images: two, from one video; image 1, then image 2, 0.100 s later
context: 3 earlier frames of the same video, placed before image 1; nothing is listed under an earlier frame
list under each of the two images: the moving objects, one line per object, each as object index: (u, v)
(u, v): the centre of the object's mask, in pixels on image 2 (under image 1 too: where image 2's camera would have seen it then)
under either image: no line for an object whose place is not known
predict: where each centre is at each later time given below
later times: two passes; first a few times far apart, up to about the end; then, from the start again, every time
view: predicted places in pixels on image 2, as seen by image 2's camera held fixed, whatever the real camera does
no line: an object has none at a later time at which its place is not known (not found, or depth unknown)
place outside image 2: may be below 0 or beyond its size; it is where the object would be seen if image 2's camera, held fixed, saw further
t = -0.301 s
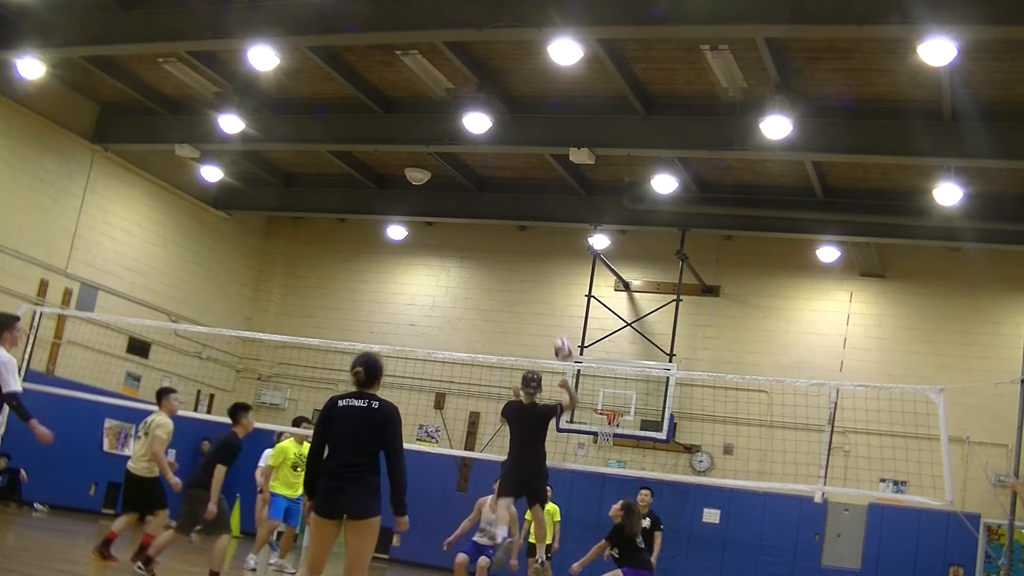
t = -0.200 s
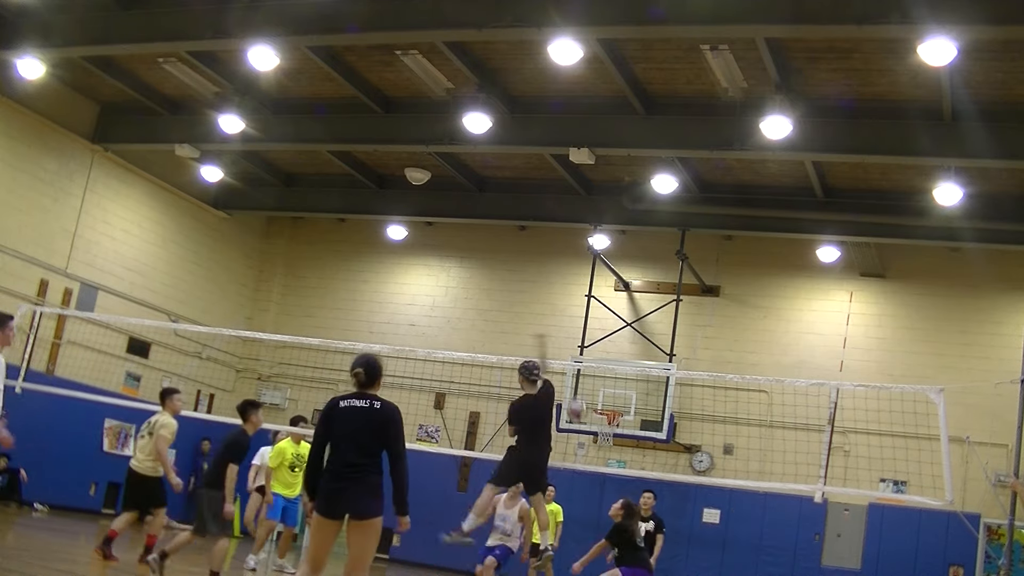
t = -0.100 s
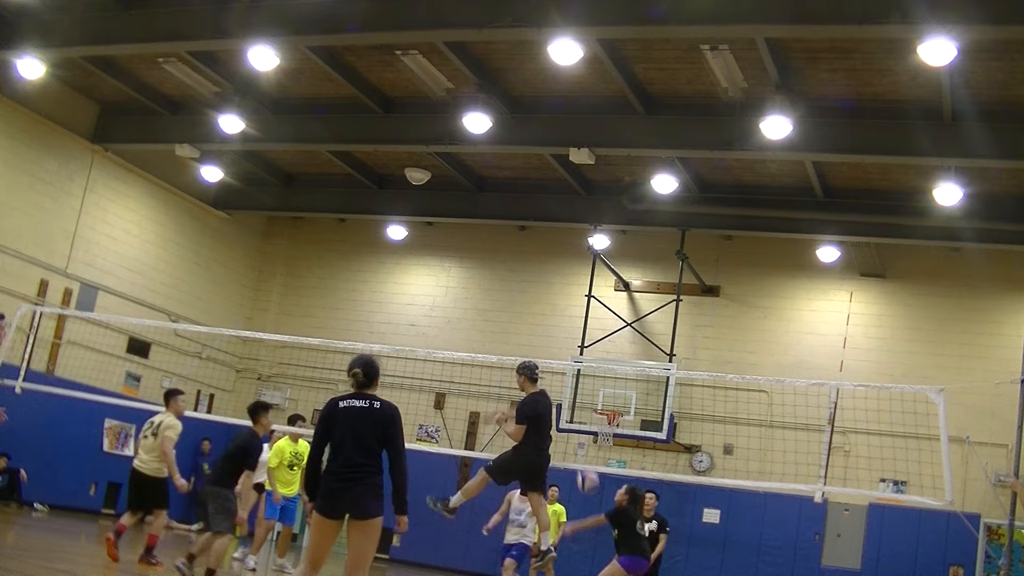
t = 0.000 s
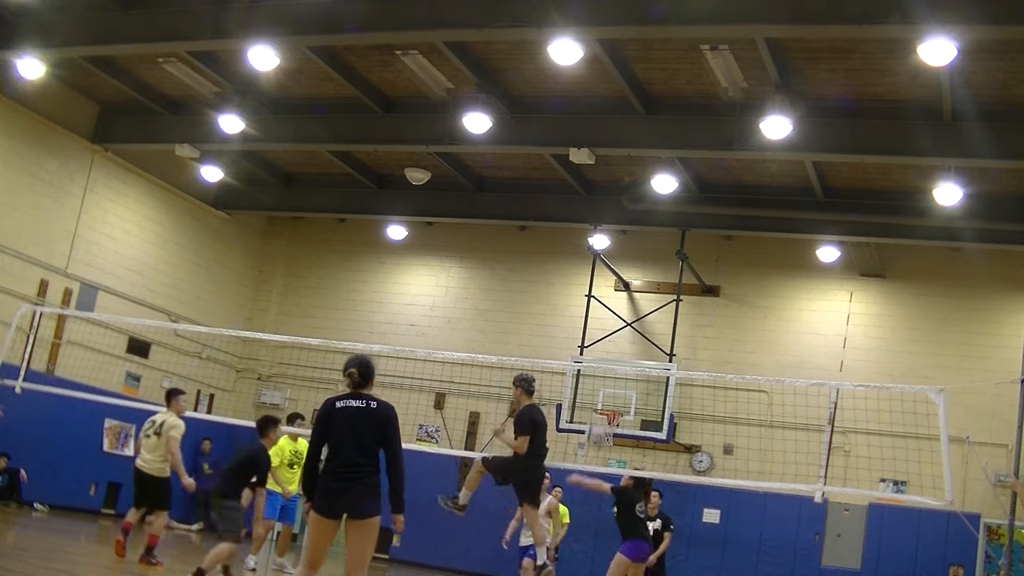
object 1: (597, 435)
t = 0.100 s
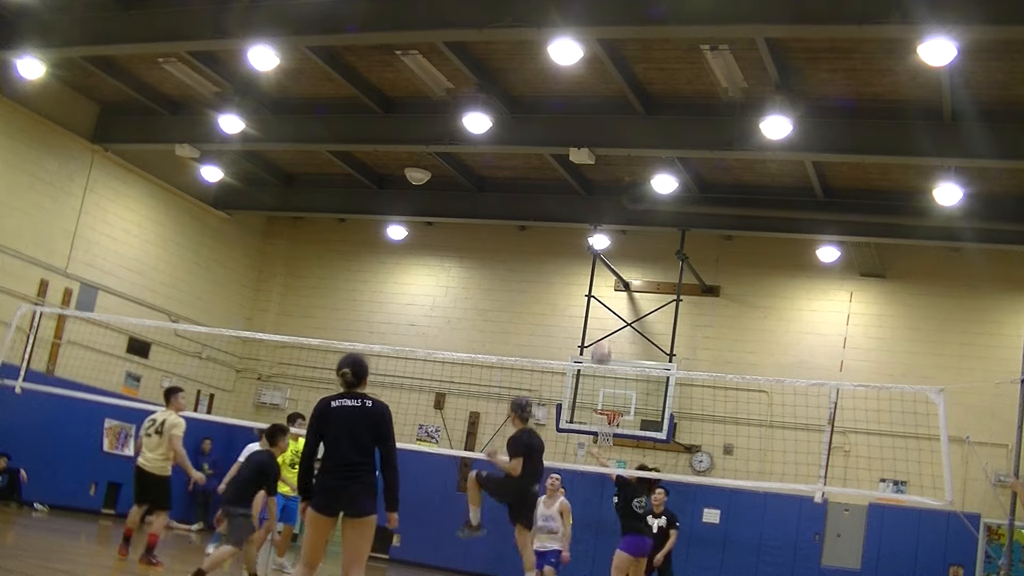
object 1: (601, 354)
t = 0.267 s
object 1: (608, 250)
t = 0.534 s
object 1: (607, 147)
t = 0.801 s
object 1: (602, 114)
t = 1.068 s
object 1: (589, 141)
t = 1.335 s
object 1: (567, 229)
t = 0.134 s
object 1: (602, 330)
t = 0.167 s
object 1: (603, 308)
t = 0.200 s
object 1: (604, 285)
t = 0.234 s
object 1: (605, 267)
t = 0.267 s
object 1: (608, 250)
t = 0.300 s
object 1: (608, 230)
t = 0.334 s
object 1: (607, 217)
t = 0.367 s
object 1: (608, 202)
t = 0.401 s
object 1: (607, 189)
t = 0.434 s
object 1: (607, 177)
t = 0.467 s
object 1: (607, 166)
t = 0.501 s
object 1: (607, 156)
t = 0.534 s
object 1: (607, 147)
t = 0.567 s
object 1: (607, 139)
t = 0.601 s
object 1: (607, 133)
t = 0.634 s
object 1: (606, 127)
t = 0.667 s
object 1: (606, 122)
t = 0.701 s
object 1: (605, 119)
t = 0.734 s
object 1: (604, 116)
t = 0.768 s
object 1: (603, 114)
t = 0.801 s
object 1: (602, 114)
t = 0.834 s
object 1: (601, 114)
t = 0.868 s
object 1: (600, 115)
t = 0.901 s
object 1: (598, 117)
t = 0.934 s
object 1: (597, 120)
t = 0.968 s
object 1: (595, 124)
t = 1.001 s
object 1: (593, 129)
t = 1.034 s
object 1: (591, 134)
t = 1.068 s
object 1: (589, 141)
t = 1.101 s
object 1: (587, 148)
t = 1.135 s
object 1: (585, 157)
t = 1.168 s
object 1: (582, 167)
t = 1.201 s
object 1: (579, 178)
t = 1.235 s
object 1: (576, 189)
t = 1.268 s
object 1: (573, 202)
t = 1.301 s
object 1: (571, 215)
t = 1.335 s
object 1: (567, 229)
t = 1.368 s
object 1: (564, 244)
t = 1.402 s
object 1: (560, 260)
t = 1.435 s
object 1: (556, 277)
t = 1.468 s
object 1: (552, 296)
